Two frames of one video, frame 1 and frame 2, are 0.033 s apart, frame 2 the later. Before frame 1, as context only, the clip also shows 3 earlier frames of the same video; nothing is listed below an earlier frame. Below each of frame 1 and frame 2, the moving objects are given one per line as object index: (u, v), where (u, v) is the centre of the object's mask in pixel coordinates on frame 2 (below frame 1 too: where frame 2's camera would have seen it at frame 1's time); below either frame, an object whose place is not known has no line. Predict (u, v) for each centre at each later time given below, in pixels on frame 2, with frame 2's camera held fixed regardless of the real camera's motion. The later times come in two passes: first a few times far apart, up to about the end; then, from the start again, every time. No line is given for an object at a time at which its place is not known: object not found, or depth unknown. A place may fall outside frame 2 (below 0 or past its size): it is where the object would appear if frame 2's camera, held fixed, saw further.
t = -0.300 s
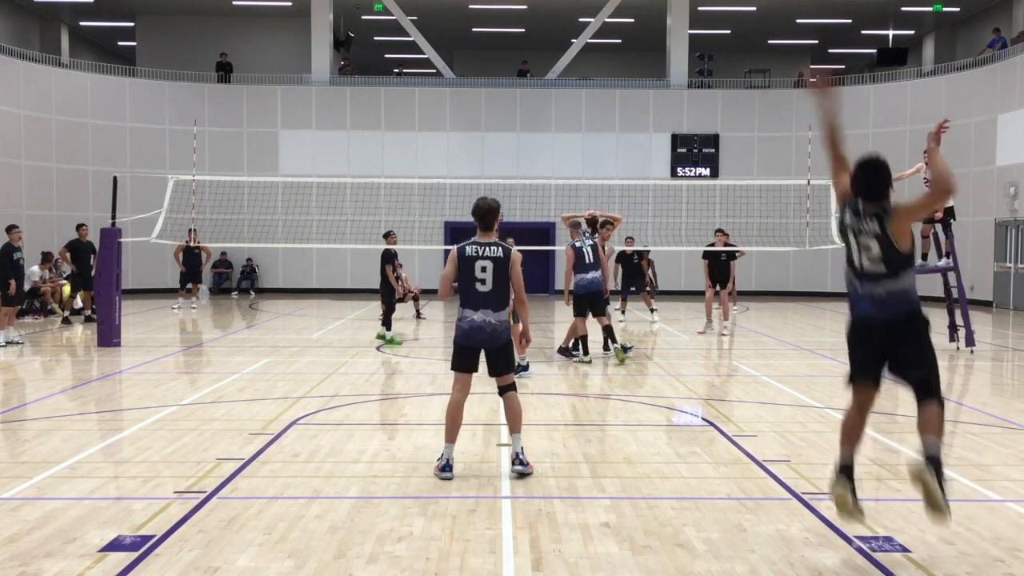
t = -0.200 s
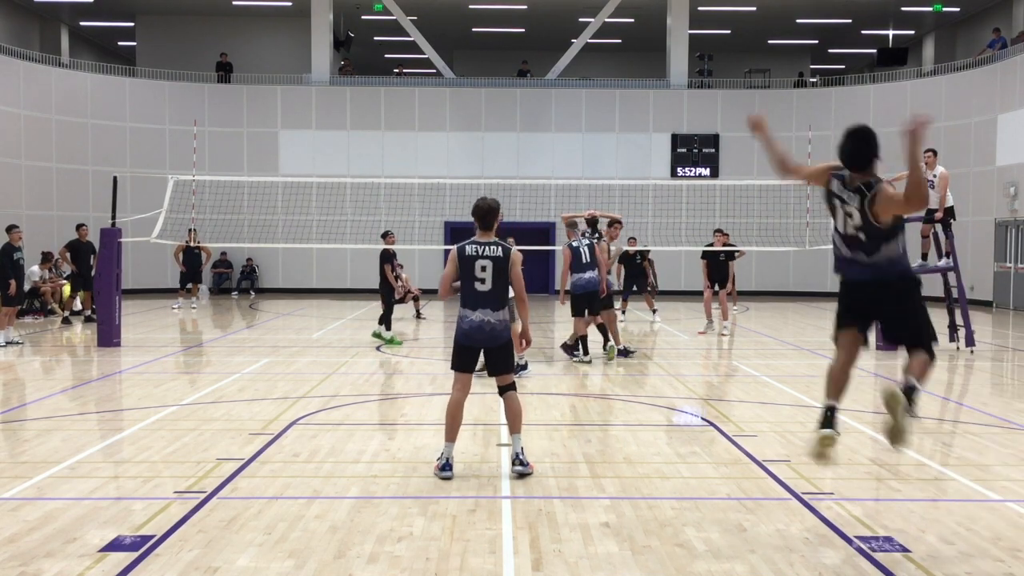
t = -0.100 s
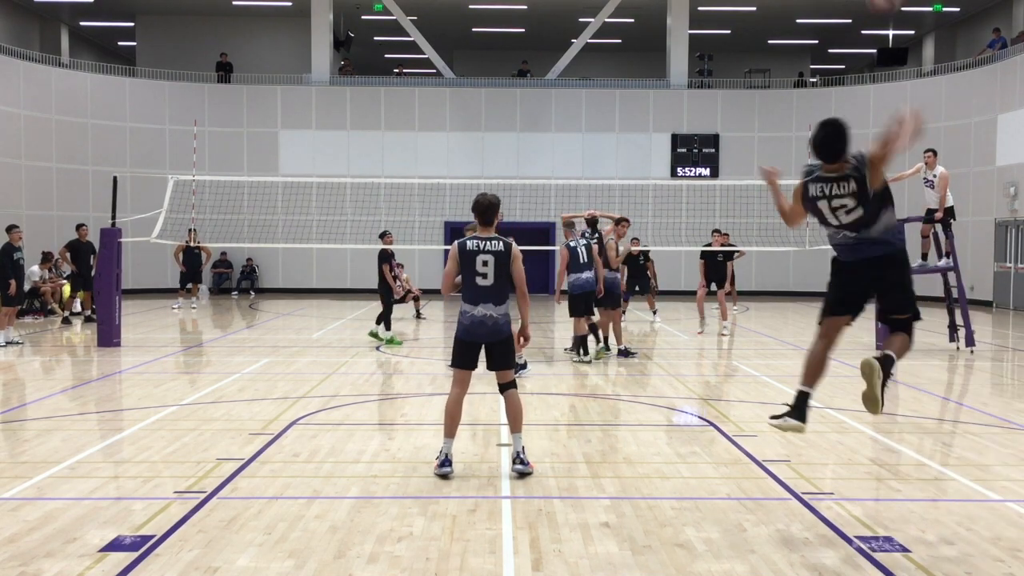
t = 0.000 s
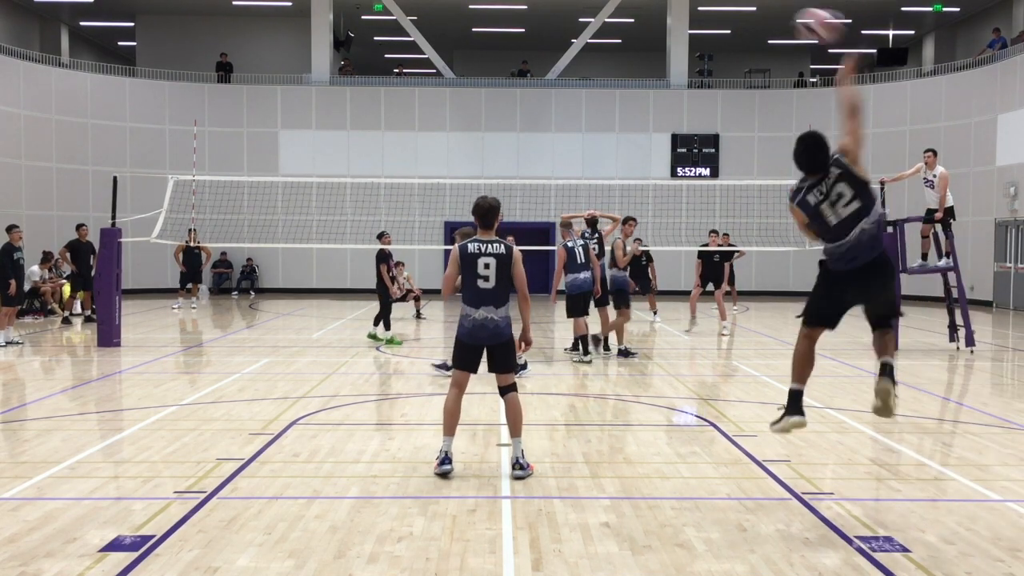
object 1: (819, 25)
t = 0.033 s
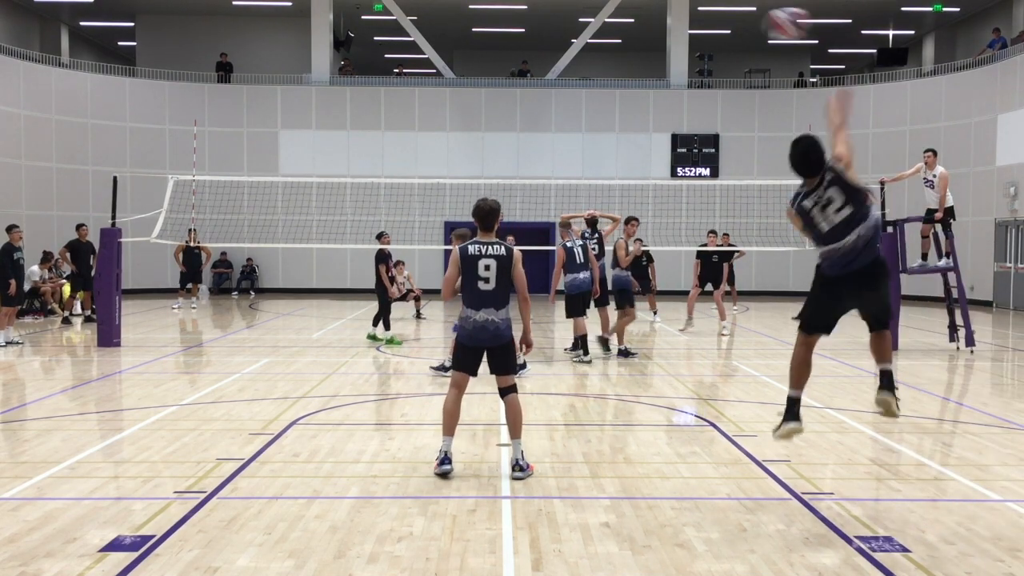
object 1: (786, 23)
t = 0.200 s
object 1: (685, 45)
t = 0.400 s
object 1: (617, 101)
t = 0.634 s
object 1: (572, 176)
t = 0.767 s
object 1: (552, 228)
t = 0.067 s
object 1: (760, 24)
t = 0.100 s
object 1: (736, 27)
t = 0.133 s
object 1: (717, 32)
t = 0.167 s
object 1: (700, 38)
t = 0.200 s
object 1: (685, 45)
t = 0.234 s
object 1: (668, 53)
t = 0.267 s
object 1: (656, 62)
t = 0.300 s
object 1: (646, 70)
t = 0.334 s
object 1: (636, 80)
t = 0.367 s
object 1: (626, 92)
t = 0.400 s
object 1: (617, 101)
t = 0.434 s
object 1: (609, 111)
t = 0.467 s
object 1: (601, 123)
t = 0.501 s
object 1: (595, 134)
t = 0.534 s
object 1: (589, 145)
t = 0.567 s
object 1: (582, 156)
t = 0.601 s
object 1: (576, 168)
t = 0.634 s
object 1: (572, 176)
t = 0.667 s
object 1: (567, 191)
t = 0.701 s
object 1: (561, 202)
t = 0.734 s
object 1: (556, 214)
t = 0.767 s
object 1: (552, 228)
